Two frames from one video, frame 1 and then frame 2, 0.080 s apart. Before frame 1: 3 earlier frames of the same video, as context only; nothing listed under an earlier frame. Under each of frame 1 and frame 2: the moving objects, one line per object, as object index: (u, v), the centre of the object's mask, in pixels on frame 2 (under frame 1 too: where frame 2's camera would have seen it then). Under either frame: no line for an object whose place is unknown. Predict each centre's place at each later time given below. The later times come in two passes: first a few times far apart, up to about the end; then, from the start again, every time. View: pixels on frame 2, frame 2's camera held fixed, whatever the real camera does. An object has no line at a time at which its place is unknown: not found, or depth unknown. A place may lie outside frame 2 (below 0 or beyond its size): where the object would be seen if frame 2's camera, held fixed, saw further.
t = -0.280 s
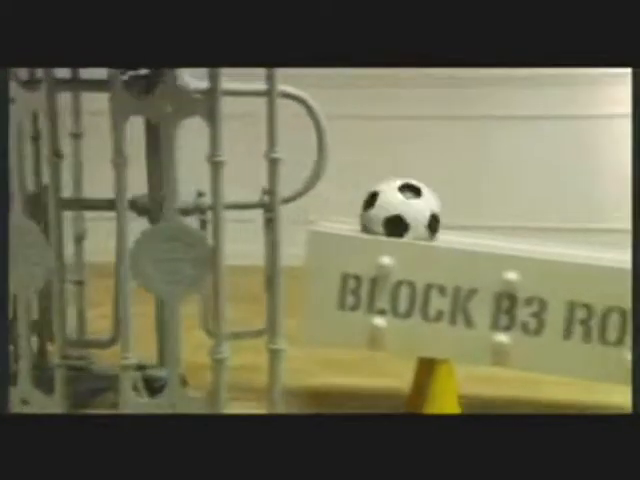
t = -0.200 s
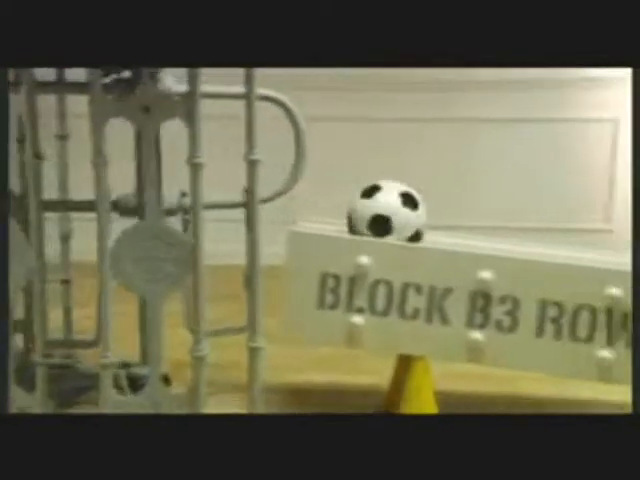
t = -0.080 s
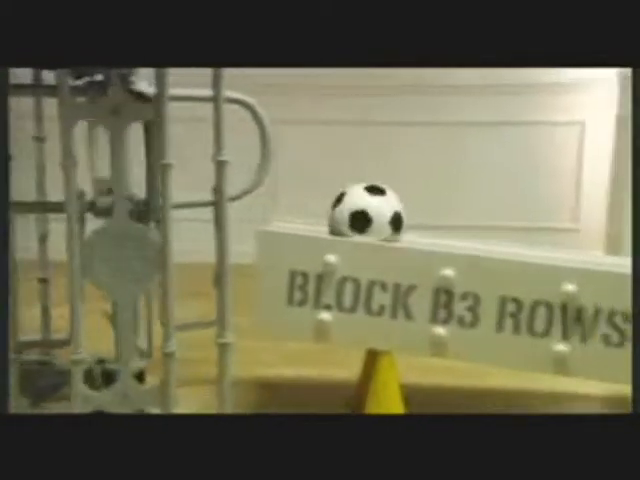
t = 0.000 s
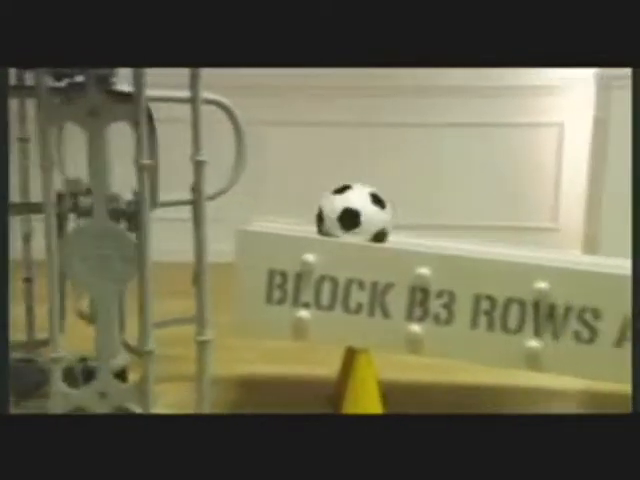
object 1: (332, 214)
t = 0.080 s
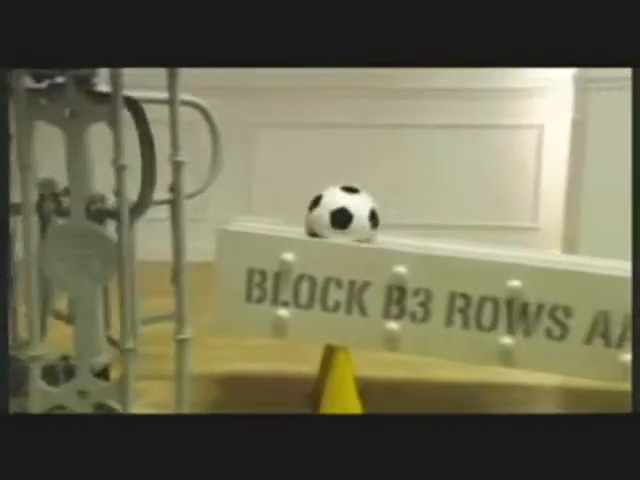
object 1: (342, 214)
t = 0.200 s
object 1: (359, 216)
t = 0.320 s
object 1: (375, 219)
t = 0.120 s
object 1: (348, 215)
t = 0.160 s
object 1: (353, 216)
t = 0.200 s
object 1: (359, 216)
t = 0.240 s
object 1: (365, 217)
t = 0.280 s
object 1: (370, 218)
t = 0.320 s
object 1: (375, 219)
